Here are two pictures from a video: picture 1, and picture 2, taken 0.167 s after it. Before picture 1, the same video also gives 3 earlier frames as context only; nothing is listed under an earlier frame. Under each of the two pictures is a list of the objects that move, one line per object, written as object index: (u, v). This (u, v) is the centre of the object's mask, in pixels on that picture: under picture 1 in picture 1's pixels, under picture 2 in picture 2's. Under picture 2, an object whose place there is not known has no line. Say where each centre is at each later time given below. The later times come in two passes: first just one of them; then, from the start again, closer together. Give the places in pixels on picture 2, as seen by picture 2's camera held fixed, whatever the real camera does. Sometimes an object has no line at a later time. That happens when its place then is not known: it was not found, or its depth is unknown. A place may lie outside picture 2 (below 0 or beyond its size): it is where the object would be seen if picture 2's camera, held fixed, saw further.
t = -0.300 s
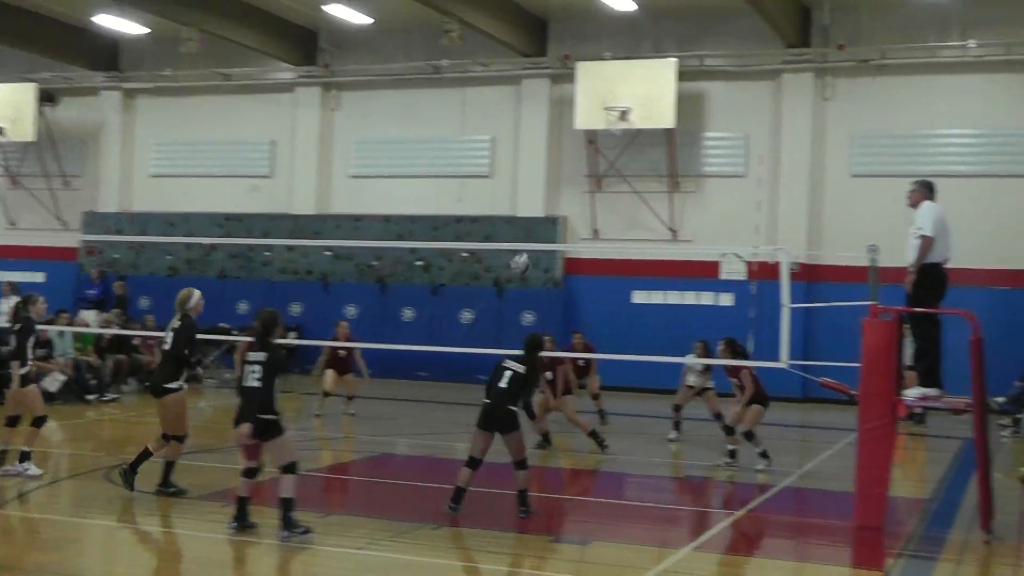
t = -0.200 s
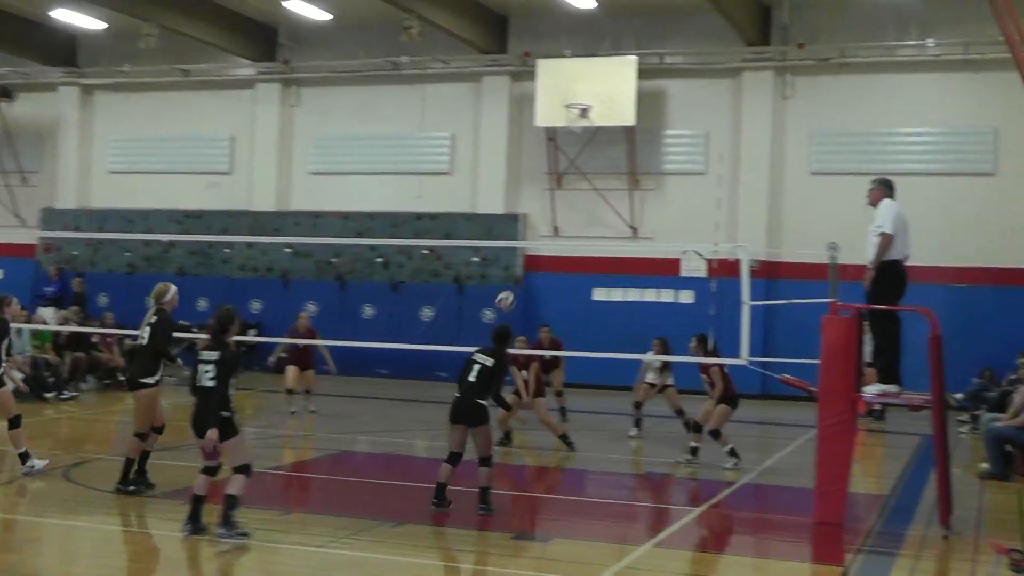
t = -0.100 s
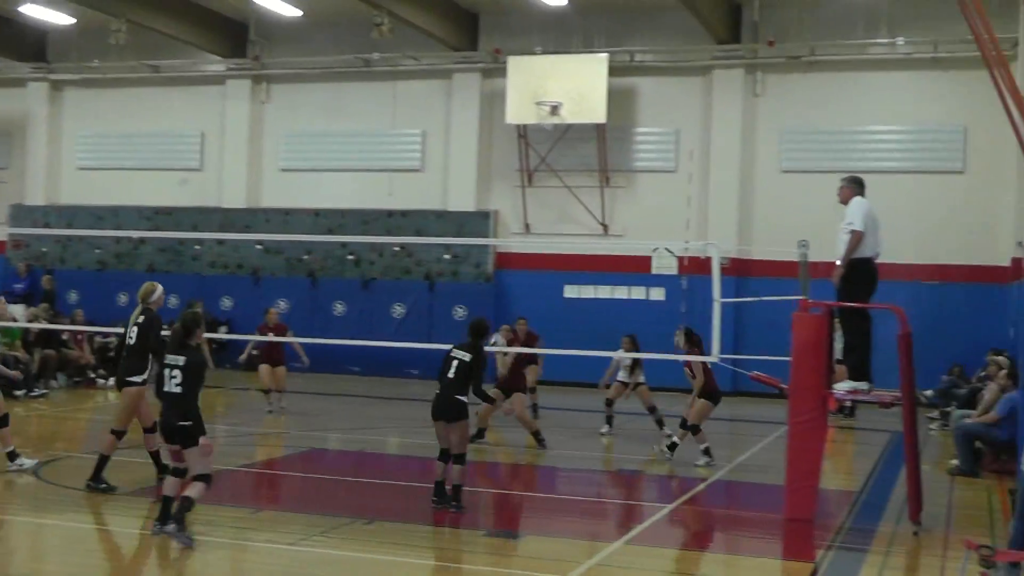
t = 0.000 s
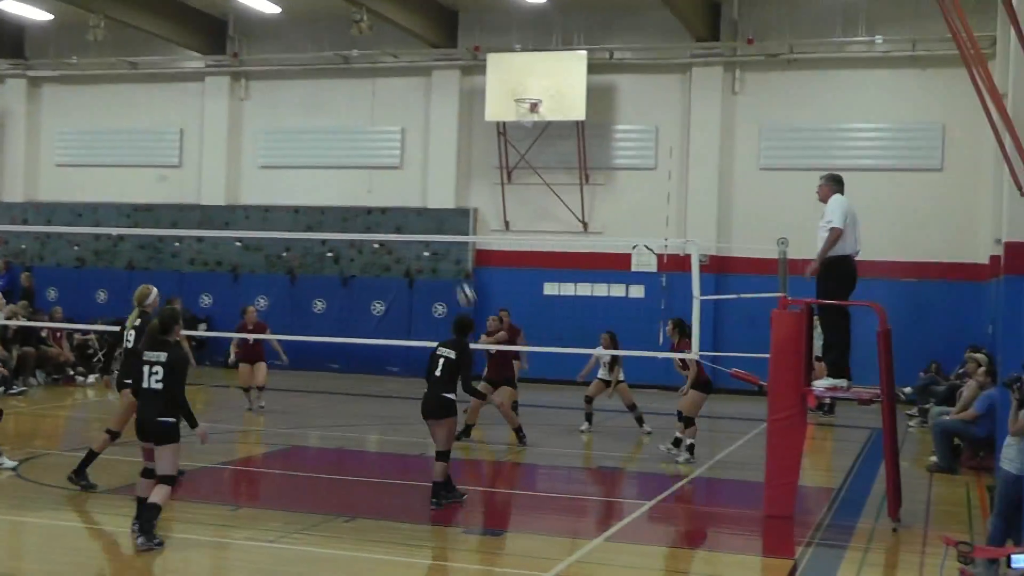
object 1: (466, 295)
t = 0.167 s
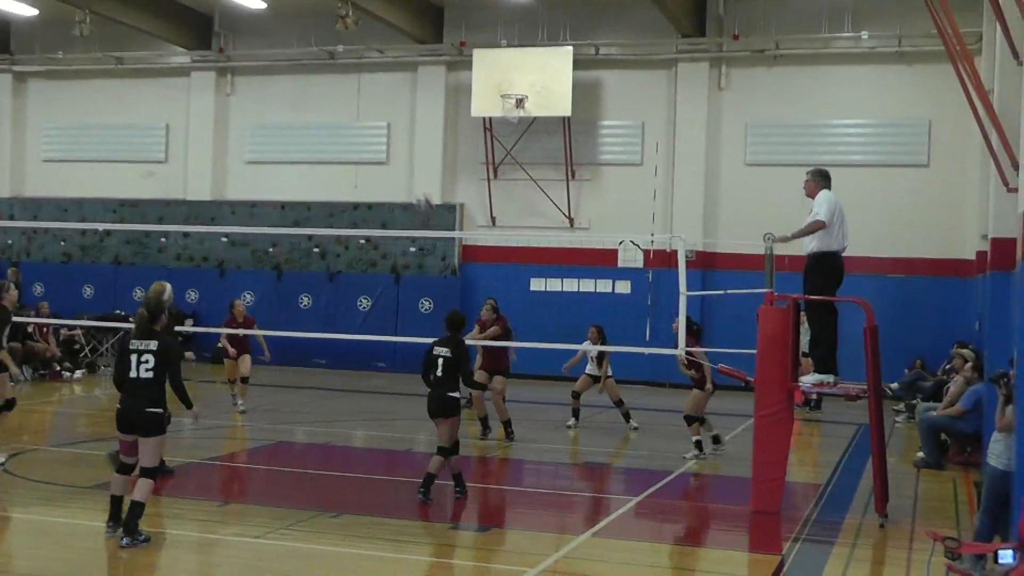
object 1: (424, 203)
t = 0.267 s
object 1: (406, 162)
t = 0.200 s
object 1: (418, 188)
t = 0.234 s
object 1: (412, 173)
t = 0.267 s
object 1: (406, 162)
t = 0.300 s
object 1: (400, 149)
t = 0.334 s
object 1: (394, 138)
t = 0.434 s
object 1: (376, 114)
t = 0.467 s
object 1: (371, 105)
